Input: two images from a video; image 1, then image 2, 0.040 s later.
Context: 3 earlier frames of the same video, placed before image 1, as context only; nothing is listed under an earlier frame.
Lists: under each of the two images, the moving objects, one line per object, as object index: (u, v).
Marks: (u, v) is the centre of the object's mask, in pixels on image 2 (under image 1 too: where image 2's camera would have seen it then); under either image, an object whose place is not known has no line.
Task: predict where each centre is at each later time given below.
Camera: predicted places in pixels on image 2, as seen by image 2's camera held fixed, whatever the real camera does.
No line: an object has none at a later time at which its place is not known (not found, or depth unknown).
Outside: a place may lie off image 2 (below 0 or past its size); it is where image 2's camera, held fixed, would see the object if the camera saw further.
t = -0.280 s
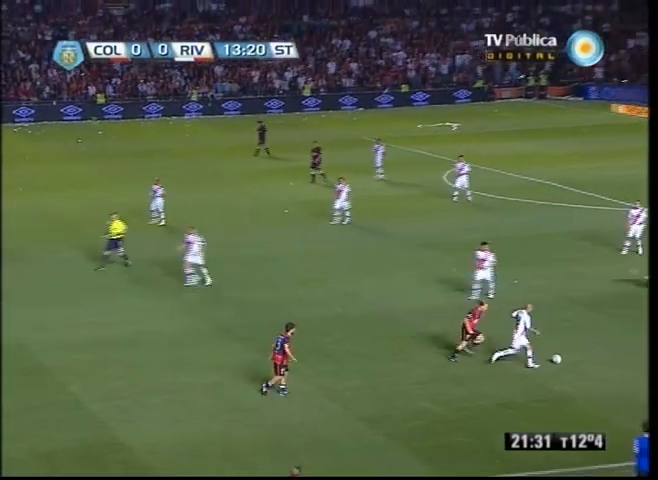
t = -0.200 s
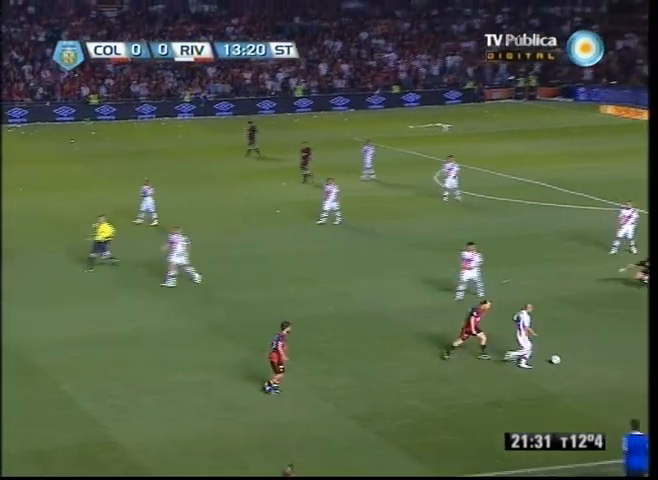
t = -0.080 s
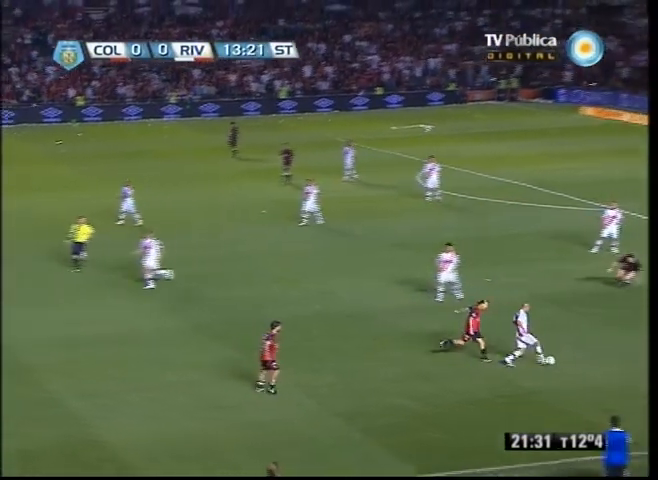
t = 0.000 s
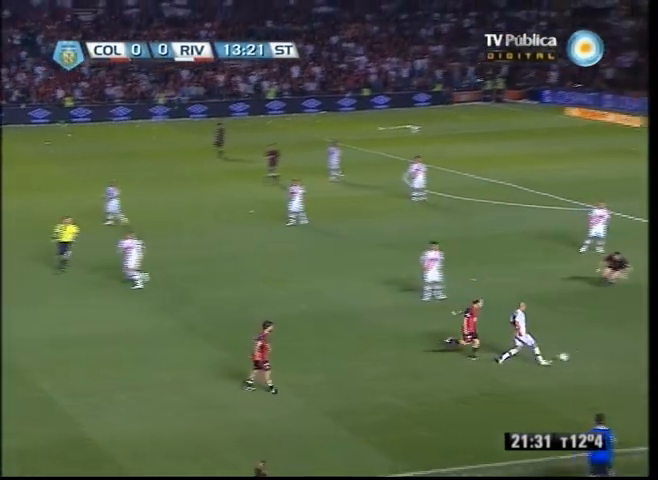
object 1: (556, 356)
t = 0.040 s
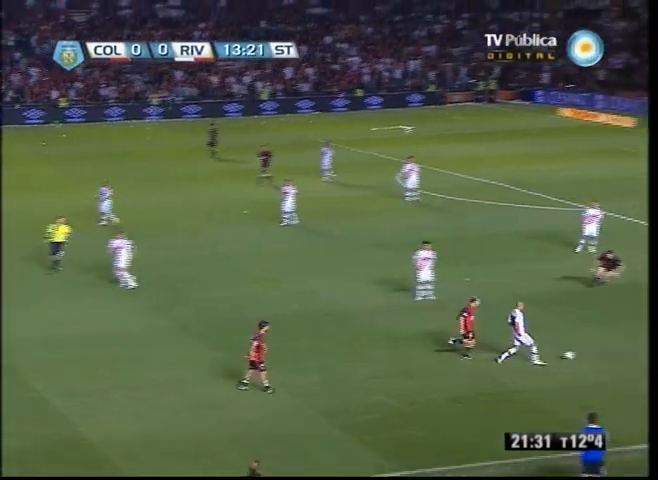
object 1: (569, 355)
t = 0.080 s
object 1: (581, 354)
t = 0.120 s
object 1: (593, 352)
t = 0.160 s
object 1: (605, 352)
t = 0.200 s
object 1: (616, 350)
